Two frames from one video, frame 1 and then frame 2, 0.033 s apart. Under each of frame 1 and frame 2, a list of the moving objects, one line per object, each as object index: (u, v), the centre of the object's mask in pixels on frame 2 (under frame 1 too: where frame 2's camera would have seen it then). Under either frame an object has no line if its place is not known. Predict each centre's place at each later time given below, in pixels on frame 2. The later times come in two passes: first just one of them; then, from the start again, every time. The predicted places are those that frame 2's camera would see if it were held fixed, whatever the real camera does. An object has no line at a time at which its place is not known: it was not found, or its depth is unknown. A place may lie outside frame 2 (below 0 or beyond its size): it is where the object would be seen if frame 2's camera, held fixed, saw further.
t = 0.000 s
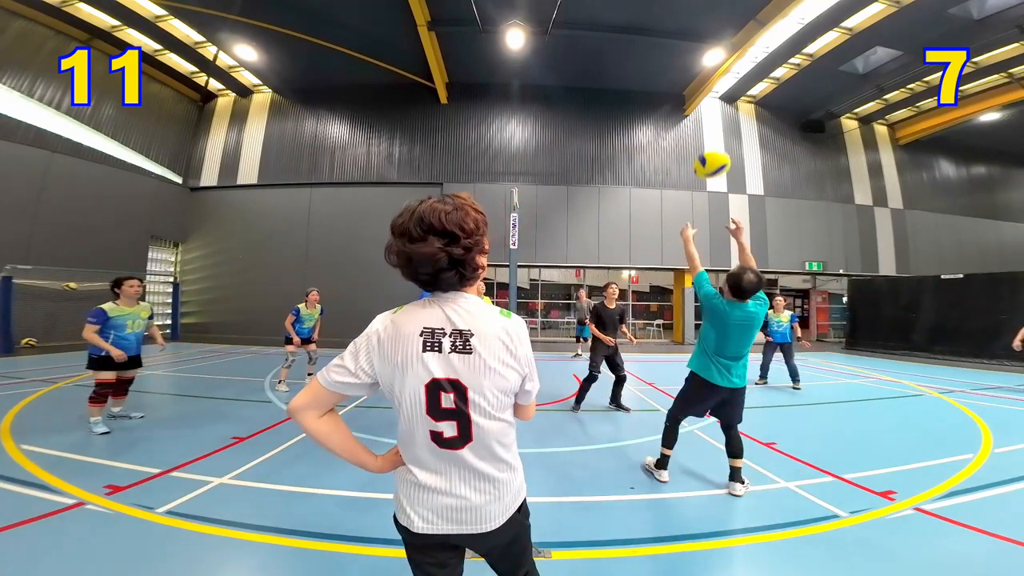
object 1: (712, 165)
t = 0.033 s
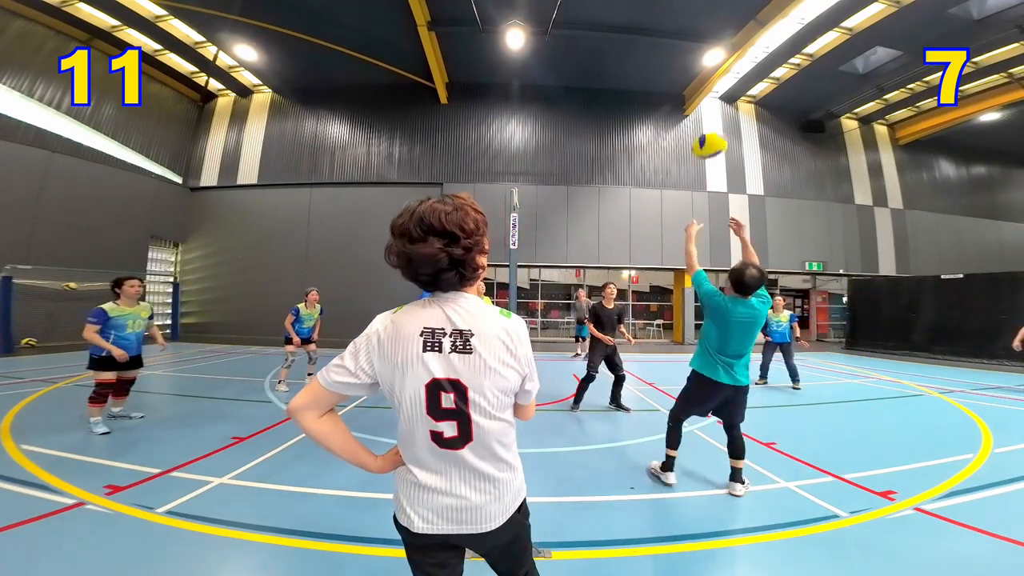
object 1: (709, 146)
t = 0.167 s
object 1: (699, 86)
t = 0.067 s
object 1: (707, 129)
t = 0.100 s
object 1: (705, 114)
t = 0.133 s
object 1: (702, 101)
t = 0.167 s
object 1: (699, 86)
